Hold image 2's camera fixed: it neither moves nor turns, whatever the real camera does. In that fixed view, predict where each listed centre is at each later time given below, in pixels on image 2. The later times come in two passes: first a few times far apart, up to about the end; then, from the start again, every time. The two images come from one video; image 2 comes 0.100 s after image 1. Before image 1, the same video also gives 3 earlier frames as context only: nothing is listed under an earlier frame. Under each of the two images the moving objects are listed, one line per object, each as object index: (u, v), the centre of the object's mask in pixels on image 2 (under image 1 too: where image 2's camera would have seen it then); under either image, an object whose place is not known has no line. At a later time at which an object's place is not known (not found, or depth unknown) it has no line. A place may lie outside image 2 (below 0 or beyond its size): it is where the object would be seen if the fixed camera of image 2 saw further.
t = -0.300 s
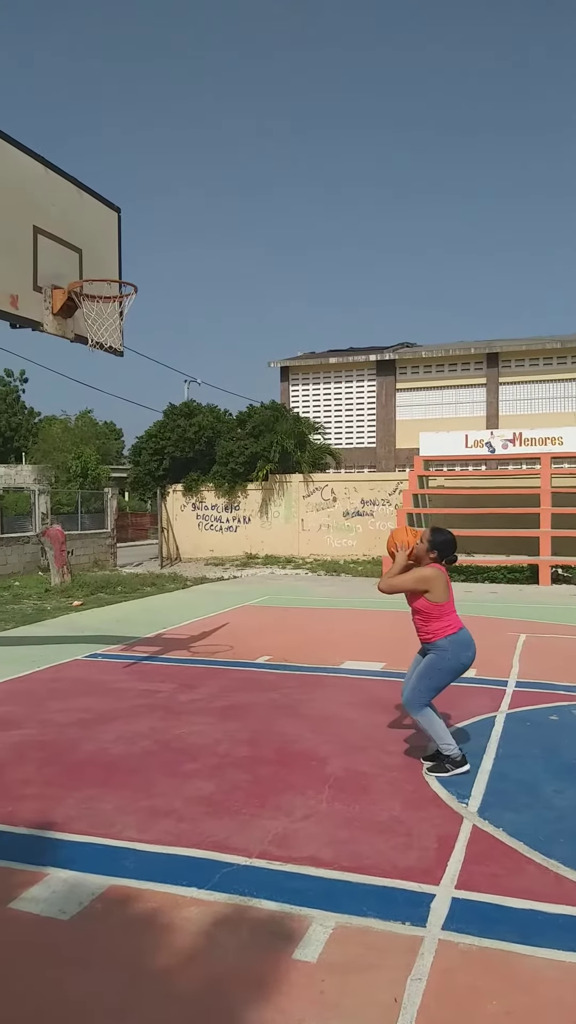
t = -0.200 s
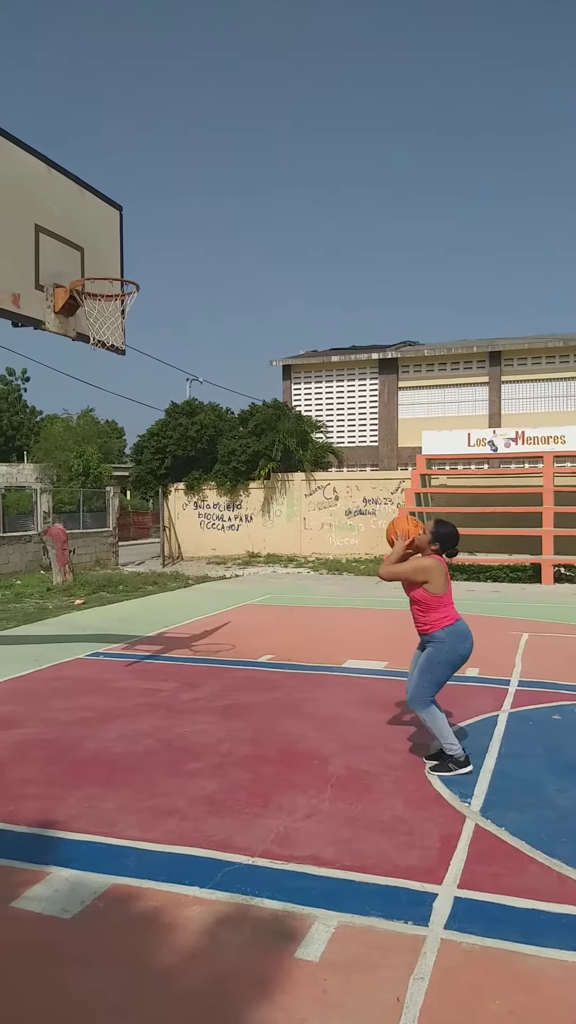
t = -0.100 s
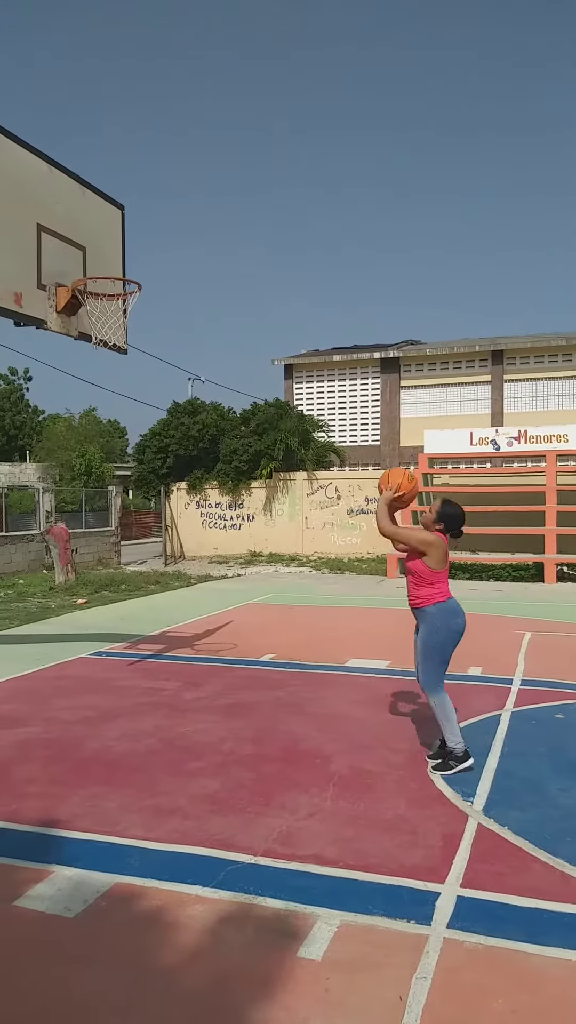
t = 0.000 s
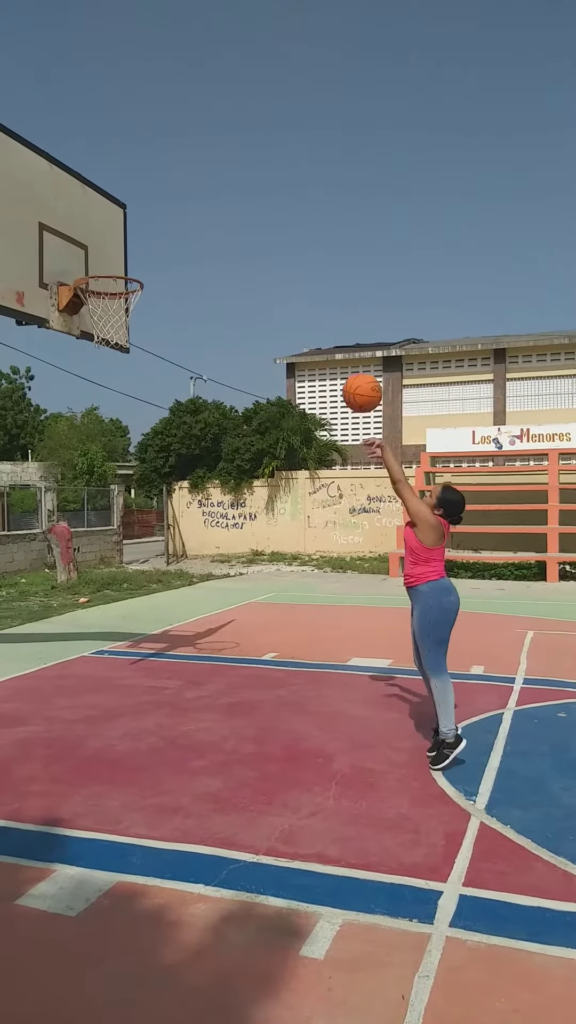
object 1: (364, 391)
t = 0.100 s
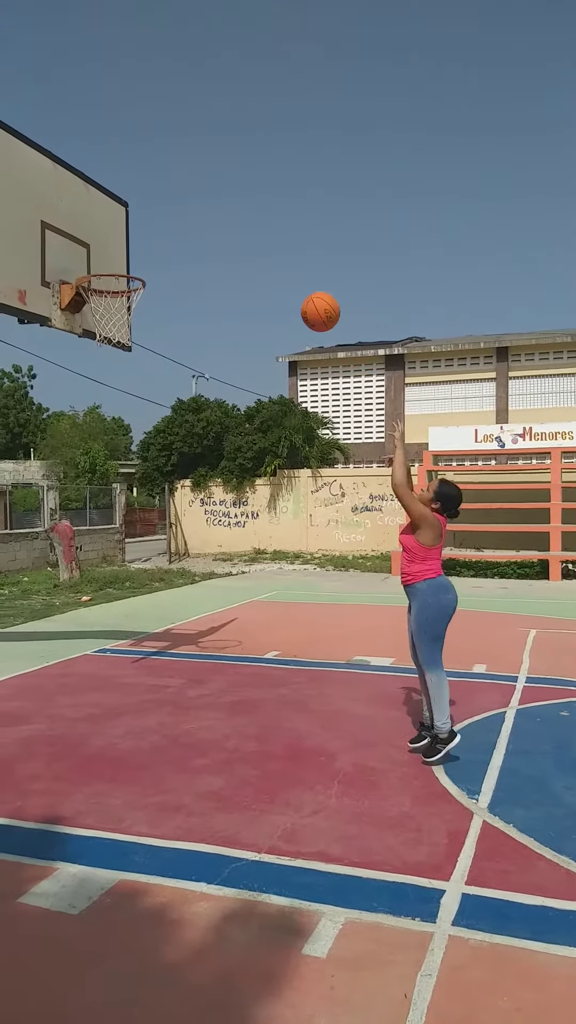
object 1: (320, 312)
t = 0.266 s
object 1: (251, 222)
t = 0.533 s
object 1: (148, 178)
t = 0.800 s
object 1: (76, 234)
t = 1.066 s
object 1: (123, 276)
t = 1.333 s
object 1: (87, 265)
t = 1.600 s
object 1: (89, 264)
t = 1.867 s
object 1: (122, 301)
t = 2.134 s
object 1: (139, 359)
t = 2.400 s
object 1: (149, 491)
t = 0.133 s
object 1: (307, 290)
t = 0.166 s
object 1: (292, 270)
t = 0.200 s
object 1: (278, 252)
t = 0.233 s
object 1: (264, 235)
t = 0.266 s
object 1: (251, 222)
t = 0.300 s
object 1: (237, 210)
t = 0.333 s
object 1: (224, 200)
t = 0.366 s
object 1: (211, 192)
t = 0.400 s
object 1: (198, 185)
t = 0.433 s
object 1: (185, 181)
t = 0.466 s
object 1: (172, 179)
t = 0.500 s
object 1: (160, 177)
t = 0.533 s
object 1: (148, 178)
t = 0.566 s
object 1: (137, 181)
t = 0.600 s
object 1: (125, 184)
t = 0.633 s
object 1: (114, 190)
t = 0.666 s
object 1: (103, 197)
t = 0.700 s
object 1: (91, 205)
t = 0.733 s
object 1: (80, 216)
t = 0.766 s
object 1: (69, 227)
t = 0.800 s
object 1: (76, 234)
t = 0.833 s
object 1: (85, 243)
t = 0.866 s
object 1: (93, 252)
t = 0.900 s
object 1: (102, 260)
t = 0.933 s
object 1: (111, 269)
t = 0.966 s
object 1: (119, 271)
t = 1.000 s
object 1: (127, 275)
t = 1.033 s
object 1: (126, 275)
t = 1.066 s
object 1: (123, 276)
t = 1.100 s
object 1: (119, 276)
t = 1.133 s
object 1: (113, 272)
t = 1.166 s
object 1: (108, 270)
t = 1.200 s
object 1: (102, 269)
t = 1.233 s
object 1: (97, 270)
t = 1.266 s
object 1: (92, 270)
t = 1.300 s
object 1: (90, 268)
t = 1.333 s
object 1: (87, 265)
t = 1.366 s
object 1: (86, 266)
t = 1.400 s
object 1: (86, 265)
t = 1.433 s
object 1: (85, 265)
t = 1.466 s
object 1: (85, 266)
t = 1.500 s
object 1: (87, 265)
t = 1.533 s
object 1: (87, 263)
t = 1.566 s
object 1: (89, 264)
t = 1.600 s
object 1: (89, 264)
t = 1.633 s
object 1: (92, 270)
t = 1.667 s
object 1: (95, 271)
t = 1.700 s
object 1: (99, 273)
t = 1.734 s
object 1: (104, 277)
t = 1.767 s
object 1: (108, 282)
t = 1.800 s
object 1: (113, 287)
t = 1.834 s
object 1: (117, 294)
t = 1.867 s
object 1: (122, 301)
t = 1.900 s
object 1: (127, 309)
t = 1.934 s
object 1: (130, 314)
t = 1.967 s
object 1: (133, 319)
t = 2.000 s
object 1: (134, 325)
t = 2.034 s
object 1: (136, 331)
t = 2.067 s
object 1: (137, 339)
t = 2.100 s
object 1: (138, 349)
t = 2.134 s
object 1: (139, 359)
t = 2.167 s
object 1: (140, 371)
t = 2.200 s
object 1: (142, 385)
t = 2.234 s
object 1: (143, 399)
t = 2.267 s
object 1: (144, 415)
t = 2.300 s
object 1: (145, 432)
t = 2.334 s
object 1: (147, 451)
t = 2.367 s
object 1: (148, 471)
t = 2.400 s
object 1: (149, 491)
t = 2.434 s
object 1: (150, 512)
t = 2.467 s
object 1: (151, 536)
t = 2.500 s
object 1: (152, 560)
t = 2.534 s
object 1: (153, 585)
